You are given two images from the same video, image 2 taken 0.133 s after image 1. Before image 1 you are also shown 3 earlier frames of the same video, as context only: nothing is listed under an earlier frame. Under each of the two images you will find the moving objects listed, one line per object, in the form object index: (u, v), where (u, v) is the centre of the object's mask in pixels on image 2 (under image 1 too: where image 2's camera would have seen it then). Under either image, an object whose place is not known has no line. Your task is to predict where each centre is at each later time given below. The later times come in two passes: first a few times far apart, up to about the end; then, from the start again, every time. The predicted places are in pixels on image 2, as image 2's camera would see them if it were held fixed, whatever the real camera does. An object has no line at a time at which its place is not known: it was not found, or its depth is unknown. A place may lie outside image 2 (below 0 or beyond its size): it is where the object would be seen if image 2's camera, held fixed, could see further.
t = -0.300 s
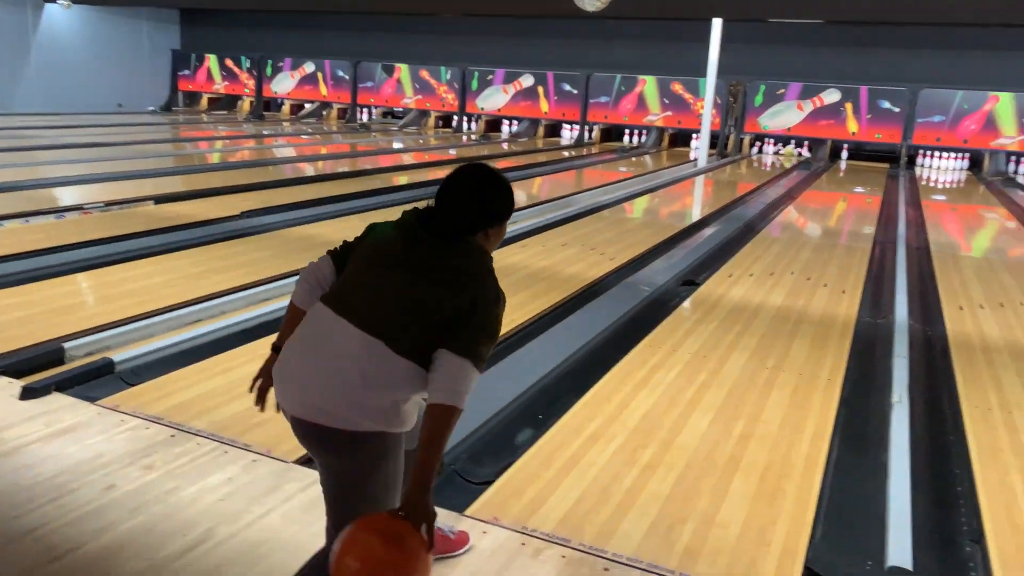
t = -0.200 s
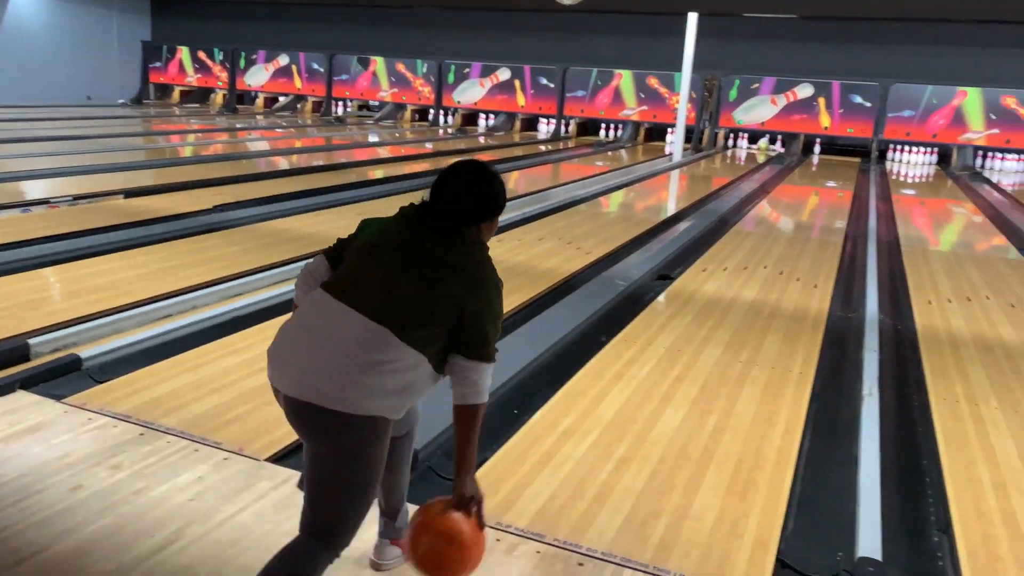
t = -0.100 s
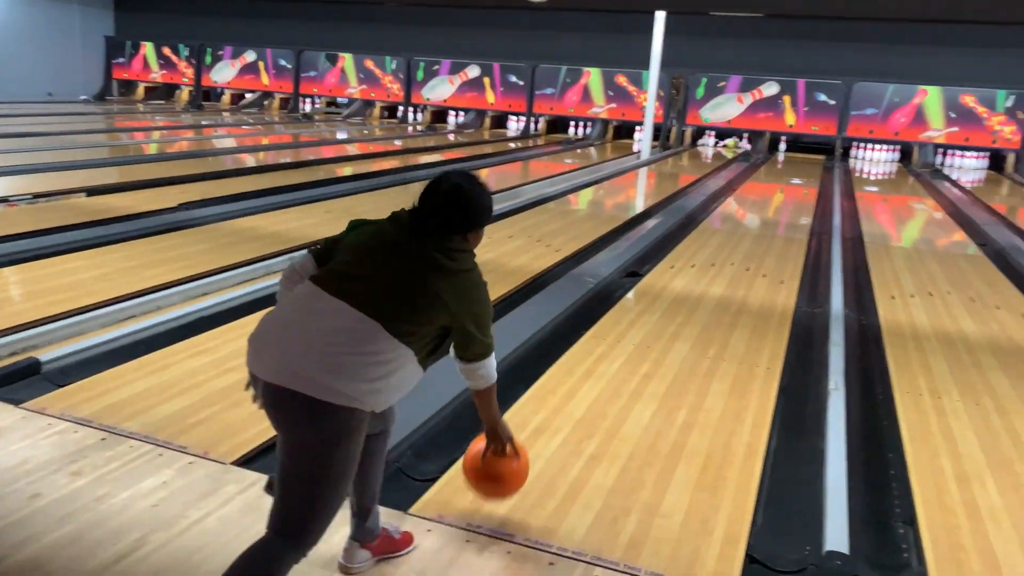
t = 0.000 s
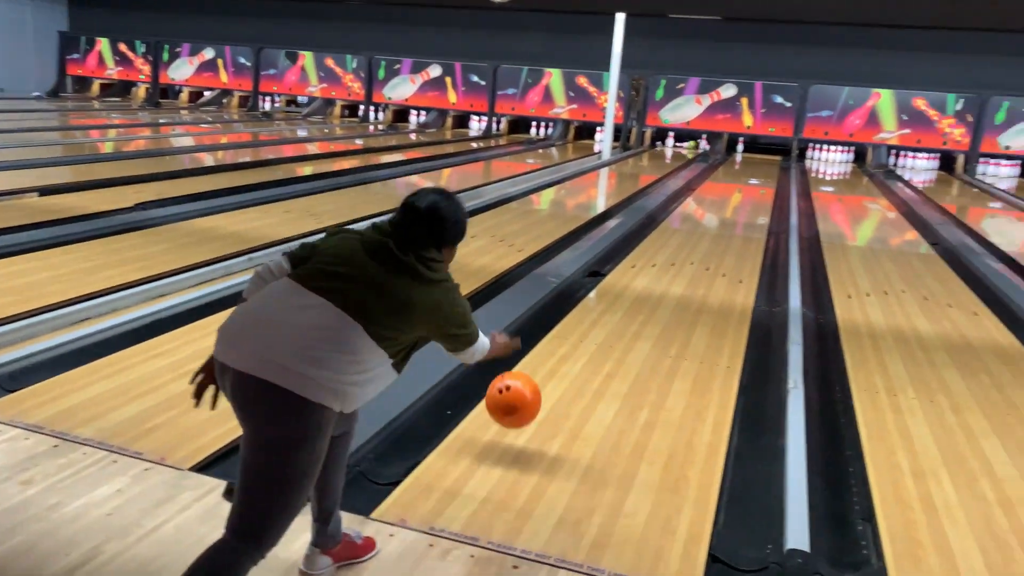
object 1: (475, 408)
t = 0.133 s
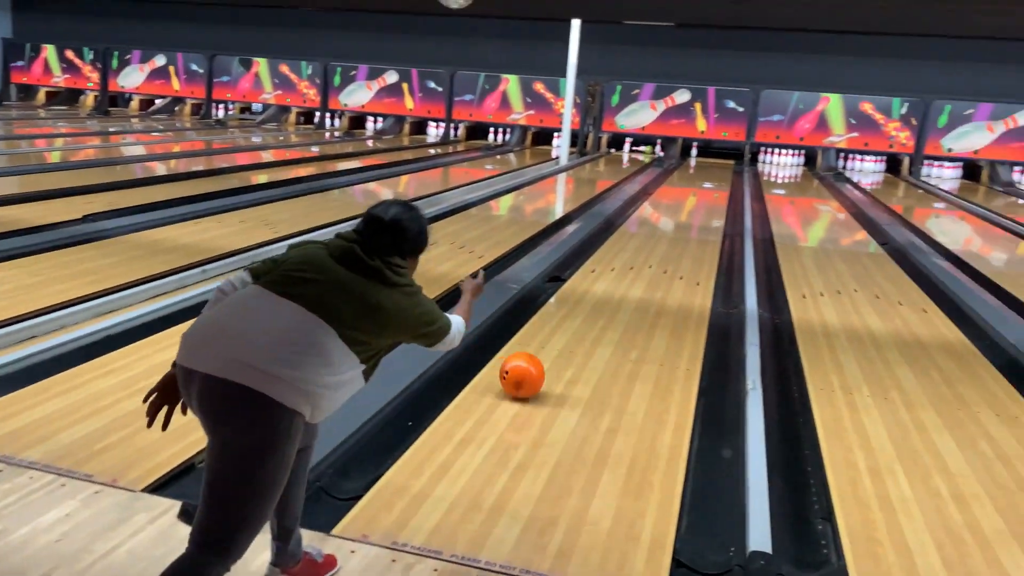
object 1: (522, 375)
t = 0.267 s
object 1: (556, 333)
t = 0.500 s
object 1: (595, 285)
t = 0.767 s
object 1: (624, 251)
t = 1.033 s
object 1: (642, 227)
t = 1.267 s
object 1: (654, 213)
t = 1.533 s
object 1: (664, 200)
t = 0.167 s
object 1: (531, 363)
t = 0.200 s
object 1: (540, 352)
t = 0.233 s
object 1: (548, 343)
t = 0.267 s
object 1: (556, 333)
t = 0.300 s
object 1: (563, 325)
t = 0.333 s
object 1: (569, 317)
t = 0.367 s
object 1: (575, 310)
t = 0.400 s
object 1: (581, 303)
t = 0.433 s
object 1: (586, 297)
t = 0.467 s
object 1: (591, 291)
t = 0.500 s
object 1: (595, 285)
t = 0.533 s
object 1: (600, 280)
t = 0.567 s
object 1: (604, 275)
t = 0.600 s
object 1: (608, 270)
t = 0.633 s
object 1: (611, 266)
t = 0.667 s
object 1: (615, 262)
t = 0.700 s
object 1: (618, 258)
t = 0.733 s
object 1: (621, 254)
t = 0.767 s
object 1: (624, 251)
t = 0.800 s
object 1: (627, 247)
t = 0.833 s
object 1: (629, 244)
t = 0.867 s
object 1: (631, 241)
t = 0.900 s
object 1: (634, 238)
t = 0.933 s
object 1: (636, 235)
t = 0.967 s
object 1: (638, 233)
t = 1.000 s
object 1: (640, 230)
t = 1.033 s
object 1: (642, 227)
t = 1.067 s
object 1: (644, 225)
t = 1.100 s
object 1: (646, 223)
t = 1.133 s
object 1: (647, 221)
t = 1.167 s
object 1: (649, 219)
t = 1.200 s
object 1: (651, 217)
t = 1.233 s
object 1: (652, 215)
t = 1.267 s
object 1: (654, 213)
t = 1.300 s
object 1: (655, 211)
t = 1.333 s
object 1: (656, 210)
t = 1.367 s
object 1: (658, 208)
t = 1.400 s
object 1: (659, 207)
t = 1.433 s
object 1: (660, 205)
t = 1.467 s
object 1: (661, 204)
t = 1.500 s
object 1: (662, 202)
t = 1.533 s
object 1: (664, 200)
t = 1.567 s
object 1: (665, 199)
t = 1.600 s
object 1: (666, 198)
